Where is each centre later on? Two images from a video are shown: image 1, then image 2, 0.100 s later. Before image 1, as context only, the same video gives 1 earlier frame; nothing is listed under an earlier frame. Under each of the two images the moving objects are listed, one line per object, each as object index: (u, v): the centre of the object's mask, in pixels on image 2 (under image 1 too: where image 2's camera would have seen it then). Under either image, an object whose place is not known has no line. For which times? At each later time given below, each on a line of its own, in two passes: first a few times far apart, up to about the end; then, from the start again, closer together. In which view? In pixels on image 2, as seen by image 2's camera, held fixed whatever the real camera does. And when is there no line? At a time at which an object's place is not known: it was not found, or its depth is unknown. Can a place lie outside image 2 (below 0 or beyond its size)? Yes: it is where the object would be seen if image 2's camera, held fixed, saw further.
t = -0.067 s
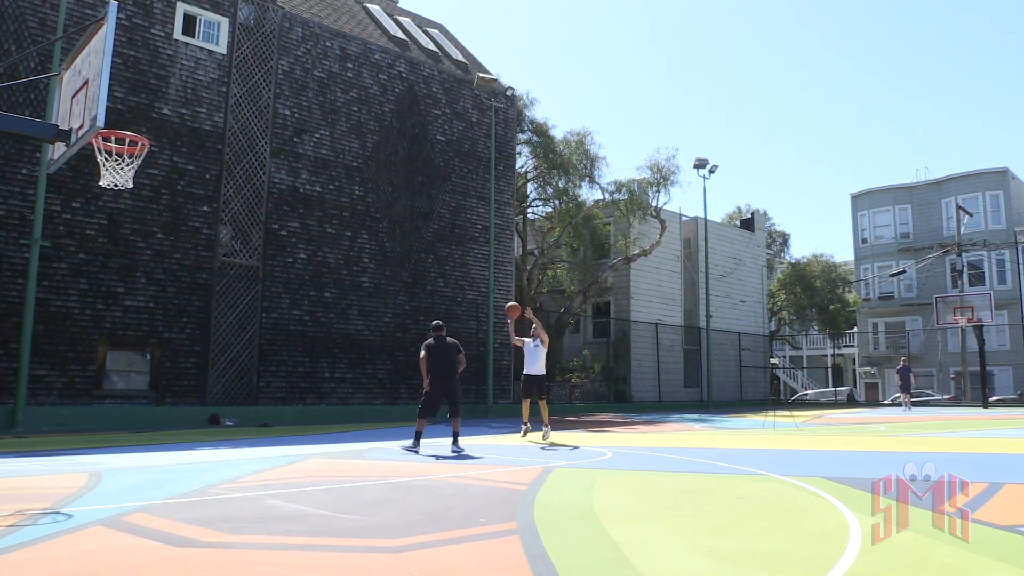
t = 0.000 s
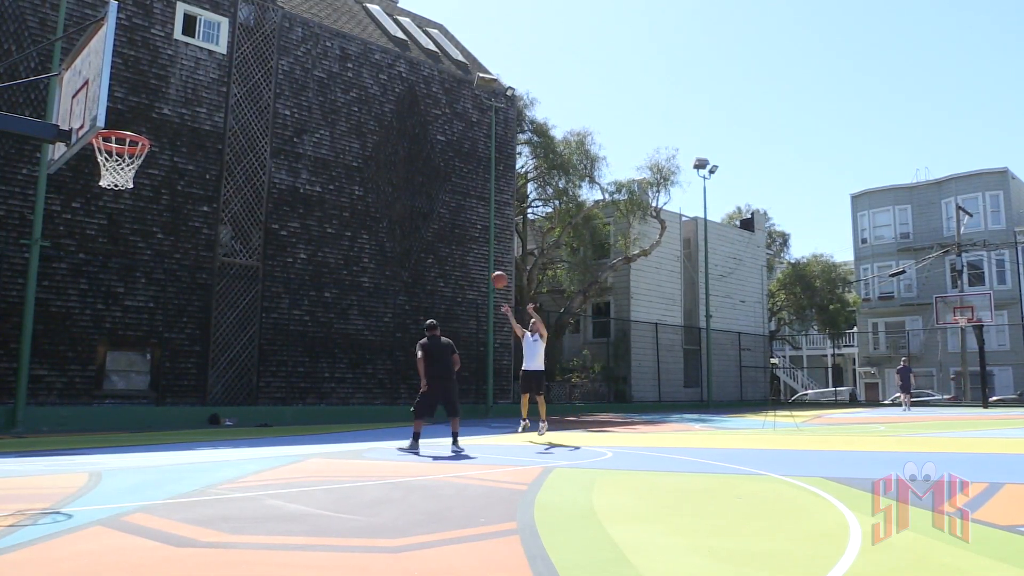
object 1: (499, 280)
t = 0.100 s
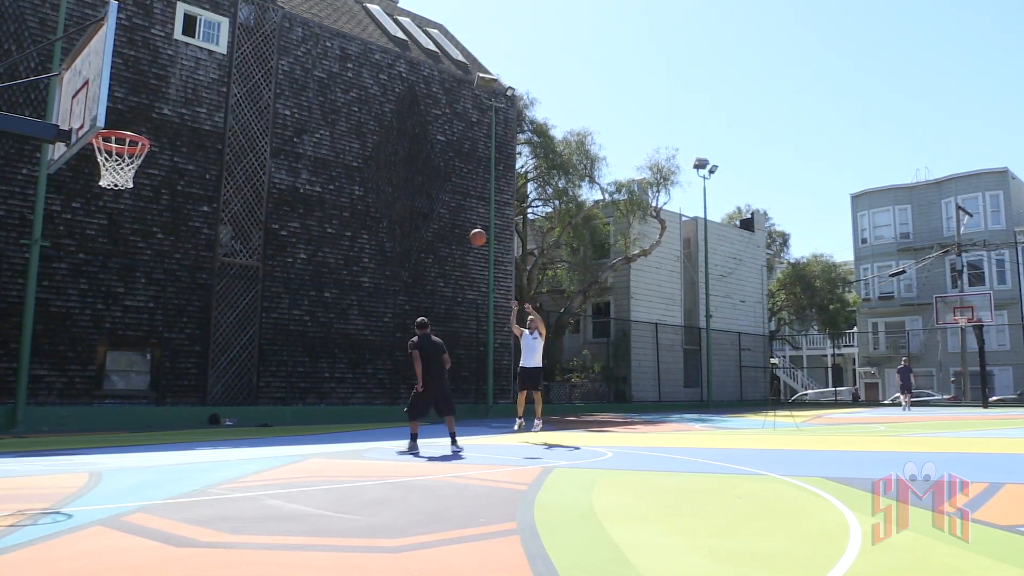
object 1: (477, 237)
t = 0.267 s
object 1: (439, 177)
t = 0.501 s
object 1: (375, 115)
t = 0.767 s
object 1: (284, 84)
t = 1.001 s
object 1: (182, 103)
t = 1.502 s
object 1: (134, 66)
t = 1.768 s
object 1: (171, 106)
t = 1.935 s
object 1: (190, 164)
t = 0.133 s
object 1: (471, 224)
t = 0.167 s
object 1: (463, 212)
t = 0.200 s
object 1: (455, 199)
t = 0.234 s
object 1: (447, 188)
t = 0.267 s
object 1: (439, 177)
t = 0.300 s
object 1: (430, 166)
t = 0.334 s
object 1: (422, 157)
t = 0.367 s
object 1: (413, 147)
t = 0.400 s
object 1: (404, 138)
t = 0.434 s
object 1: (395, 130)
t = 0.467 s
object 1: (385, 122)
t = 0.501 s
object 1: (375, 115)
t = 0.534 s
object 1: (365, 109)
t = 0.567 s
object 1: (355, 103)
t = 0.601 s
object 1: (344, 98)
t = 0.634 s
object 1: (333, 94)
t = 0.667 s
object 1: (321, 90)
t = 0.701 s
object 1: (309, 87)
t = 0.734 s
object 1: (297, 85)
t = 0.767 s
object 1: (284, 84)
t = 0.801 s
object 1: (272, 84)
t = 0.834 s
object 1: (258, 85)
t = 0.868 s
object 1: (244, 86)
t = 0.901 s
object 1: (229, 89)
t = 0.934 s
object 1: (214, 93)
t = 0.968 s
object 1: (198, 98)
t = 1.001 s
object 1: (182, 103)
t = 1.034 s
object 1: (165, 111)
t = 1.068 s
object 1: (147, 119)
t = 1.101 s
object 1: (129, 125)
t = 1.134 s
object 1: (115, 125)
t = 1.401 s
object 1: (121, 68)
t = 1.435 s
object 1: (124, 66)
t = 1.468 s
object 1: (129, 65)
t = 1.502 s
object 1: (134, 66)
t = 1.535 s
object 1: (140, 67)
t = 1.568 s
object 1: (144, 70)
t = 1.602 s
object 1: (149, 73)
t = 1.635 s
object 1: (153, 78)
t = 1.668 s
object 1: (158, 83)
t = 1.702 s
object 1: (163, 90)
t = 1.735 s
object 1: (167, 98)
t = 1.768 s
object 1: (171, 106)
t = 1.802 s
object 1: (175, 115)
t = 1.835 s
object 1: (179, 126)
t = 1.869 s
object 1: (183, 138)
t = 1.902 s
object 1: (187, 150)
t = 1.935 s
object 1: (190, 164)
